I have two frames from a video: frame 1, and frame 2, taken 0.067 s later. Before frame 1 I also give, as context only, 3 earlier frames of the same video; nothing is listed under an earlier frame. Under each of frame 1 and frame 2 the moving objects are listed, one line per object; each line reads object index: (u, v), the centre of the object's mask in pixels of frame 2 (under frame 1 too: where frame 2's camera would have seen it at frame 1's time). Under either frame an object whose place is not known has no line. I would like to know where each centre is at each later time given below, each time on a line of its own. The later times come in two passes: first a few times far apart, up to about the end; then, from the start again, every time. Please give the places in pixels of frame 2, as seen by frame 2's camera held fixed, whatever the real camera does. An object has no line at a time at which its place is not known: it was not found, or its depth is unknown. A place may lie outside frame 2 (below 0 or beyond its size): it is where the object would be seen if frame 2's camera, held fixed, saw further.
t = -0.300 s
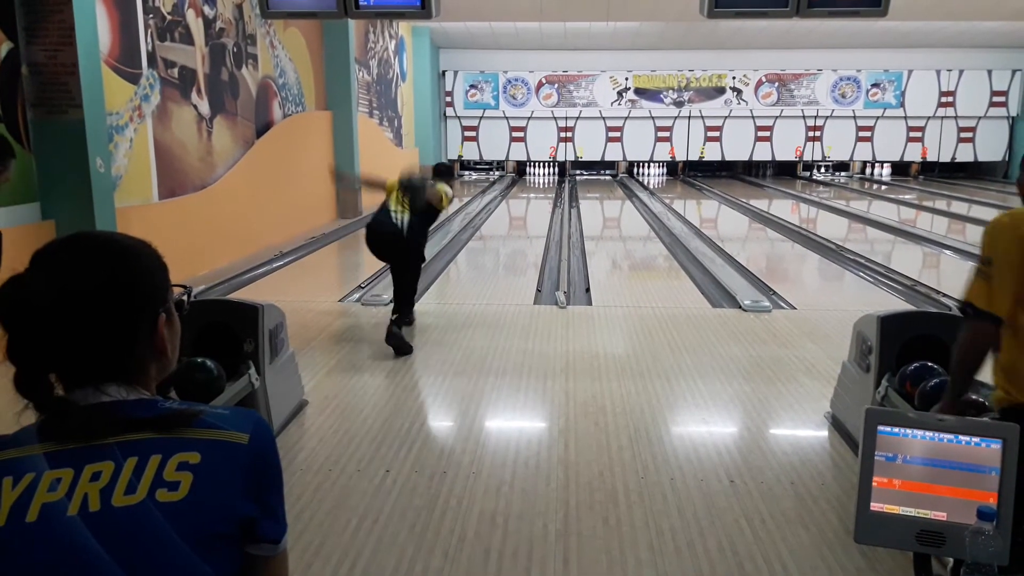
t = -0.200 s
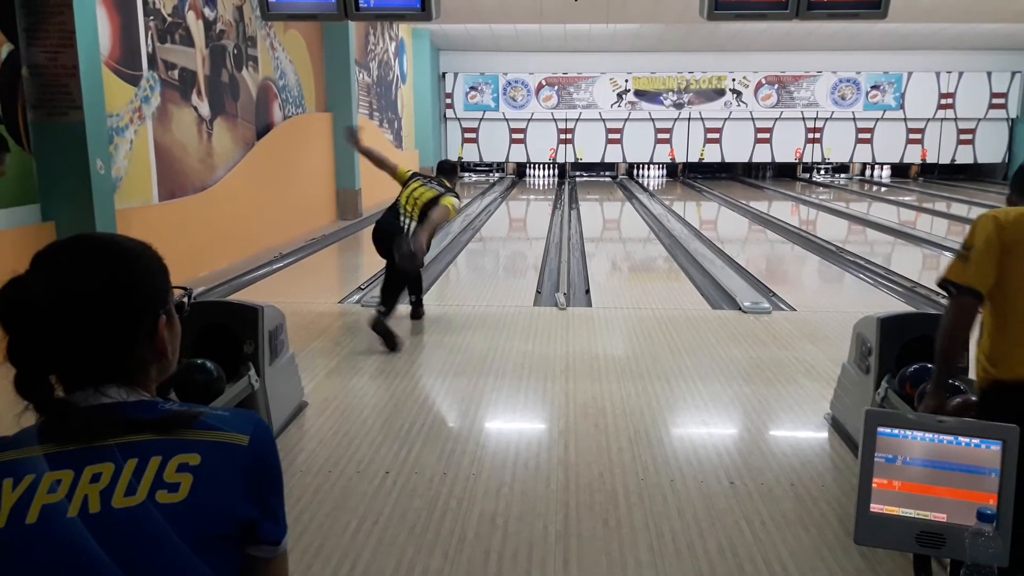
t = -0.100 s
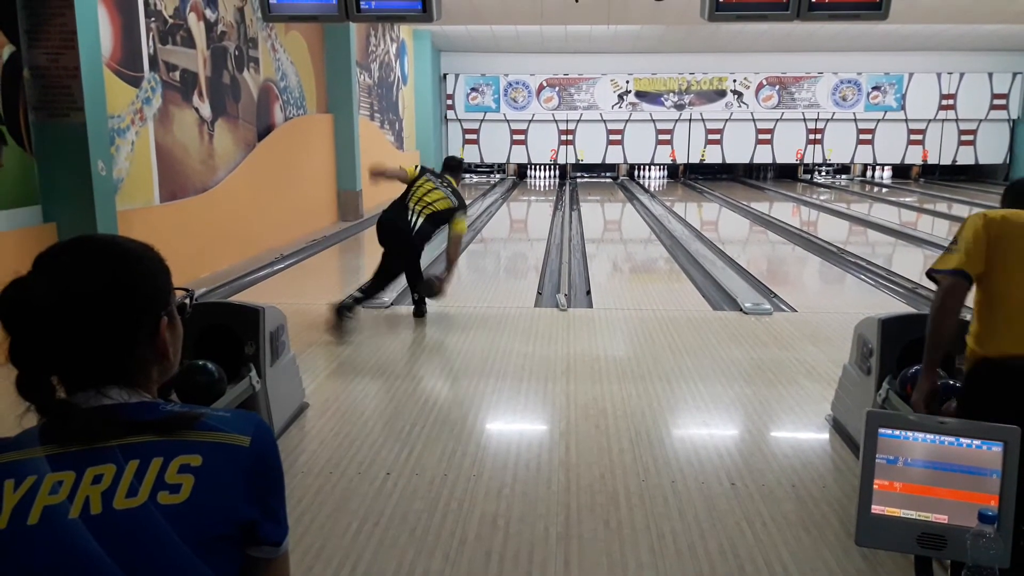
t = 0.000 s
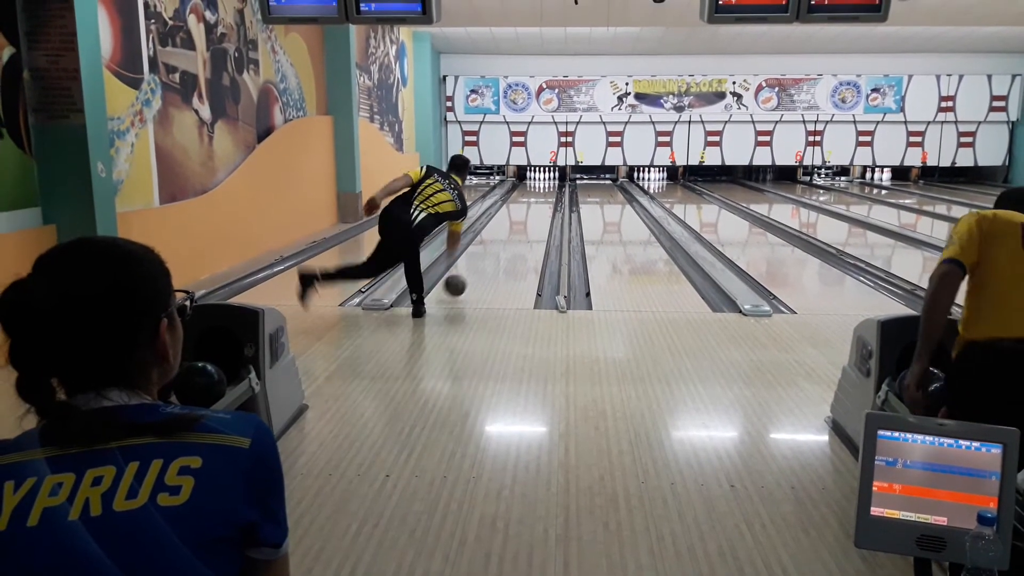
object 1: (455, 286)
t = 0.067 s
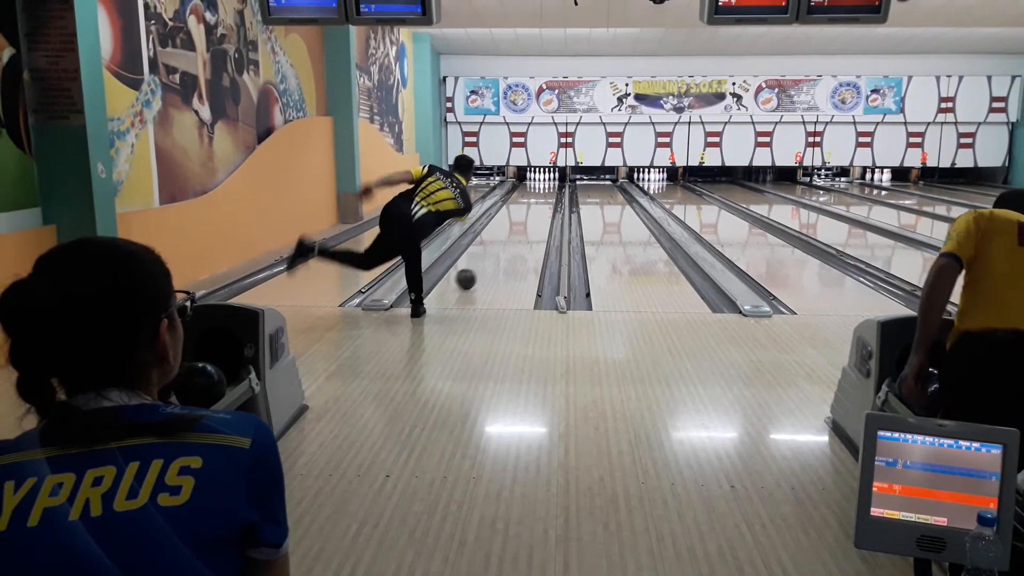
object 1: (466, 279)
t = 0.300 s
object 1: (494, 250)
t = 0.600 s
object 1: (516, 226)
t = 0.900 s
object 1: (531, 209)
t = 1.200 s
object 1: (540, 198)
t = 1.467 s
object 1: (544, 190)
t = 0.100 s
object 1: (471, 274)
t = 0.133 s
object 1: (475, 270)
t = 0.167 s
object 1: (479, 265)
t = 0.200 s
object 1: (483, 261)
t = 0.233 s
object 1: (487, 257)
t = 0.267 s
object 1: (491, 254)
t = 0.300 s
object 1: (494, 250)
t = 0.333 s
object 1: (497, 247)
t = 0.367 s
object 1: (500, 244)
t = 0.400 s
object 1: (503, 241)
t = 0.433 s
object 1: (505, 238)
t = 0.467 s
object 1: (508, 235)
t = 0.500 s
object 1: (510, 232)
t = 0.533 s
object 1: (512, 231)
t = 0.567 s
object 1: (514, 228)
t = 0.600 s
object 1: (516, 226)
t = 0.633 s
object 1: (518, 223)
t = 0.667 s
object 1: (520, 221)
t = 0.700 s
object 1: (522, 220)
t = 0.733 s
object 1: (522, 219)
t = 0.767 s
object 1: (526, 217)
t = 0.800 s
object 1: (528, 214)
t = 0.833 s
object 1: (528, 212)
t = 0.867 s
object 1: (529, 211)
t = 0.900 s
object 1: (531, 209)
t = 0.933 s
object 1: (532, 208)
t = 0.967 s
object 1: (533, 206)
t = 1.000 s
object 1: (534, 205)
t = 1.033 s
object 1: (535, 204)
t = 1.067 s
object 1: (534, 204)
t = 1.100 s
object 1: (537, 202)
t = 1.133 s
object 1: (538, 200)
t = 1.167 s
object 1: (539, 199)
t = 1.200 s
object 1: (540, 198)
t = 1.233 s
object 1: (541, 197)
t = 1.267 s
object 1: (541, 196)
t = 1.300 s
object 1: (542, 195)
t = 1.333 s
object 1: (542, 194)
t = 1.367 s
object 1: (543, 193)
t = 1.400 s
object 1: (543, 192)
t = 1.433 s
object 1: (544, 191)
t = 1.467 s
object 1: (544, 190)
